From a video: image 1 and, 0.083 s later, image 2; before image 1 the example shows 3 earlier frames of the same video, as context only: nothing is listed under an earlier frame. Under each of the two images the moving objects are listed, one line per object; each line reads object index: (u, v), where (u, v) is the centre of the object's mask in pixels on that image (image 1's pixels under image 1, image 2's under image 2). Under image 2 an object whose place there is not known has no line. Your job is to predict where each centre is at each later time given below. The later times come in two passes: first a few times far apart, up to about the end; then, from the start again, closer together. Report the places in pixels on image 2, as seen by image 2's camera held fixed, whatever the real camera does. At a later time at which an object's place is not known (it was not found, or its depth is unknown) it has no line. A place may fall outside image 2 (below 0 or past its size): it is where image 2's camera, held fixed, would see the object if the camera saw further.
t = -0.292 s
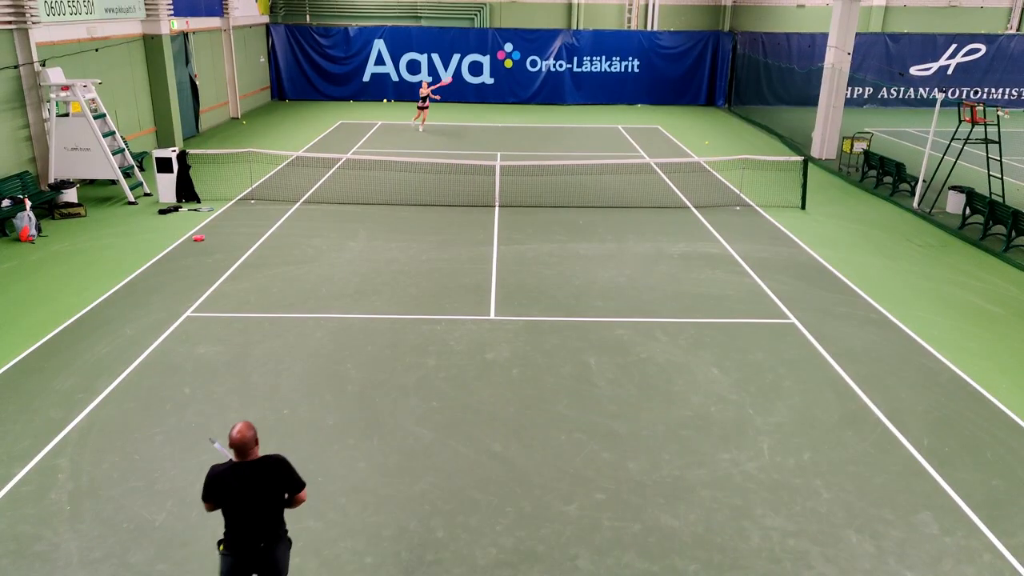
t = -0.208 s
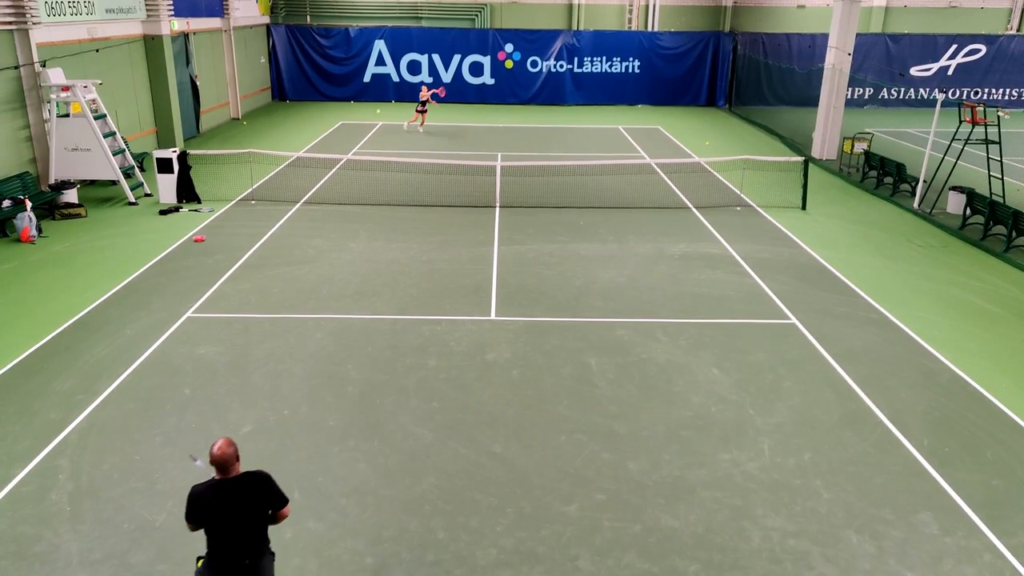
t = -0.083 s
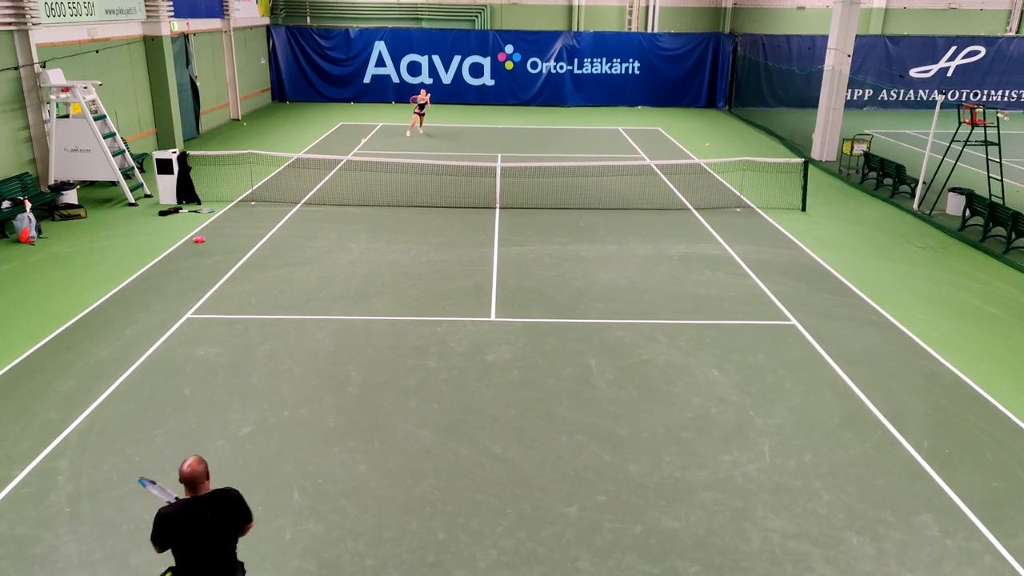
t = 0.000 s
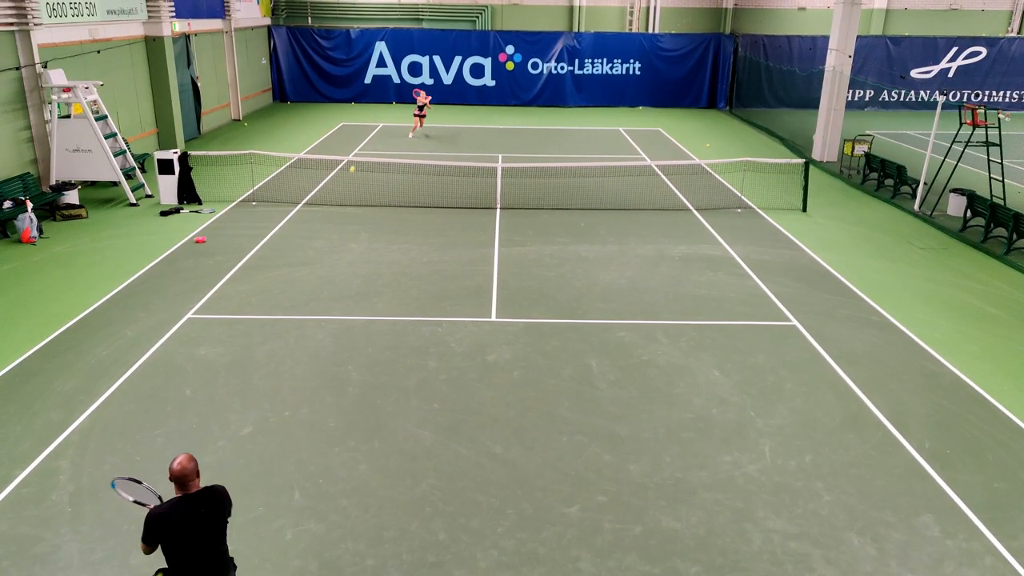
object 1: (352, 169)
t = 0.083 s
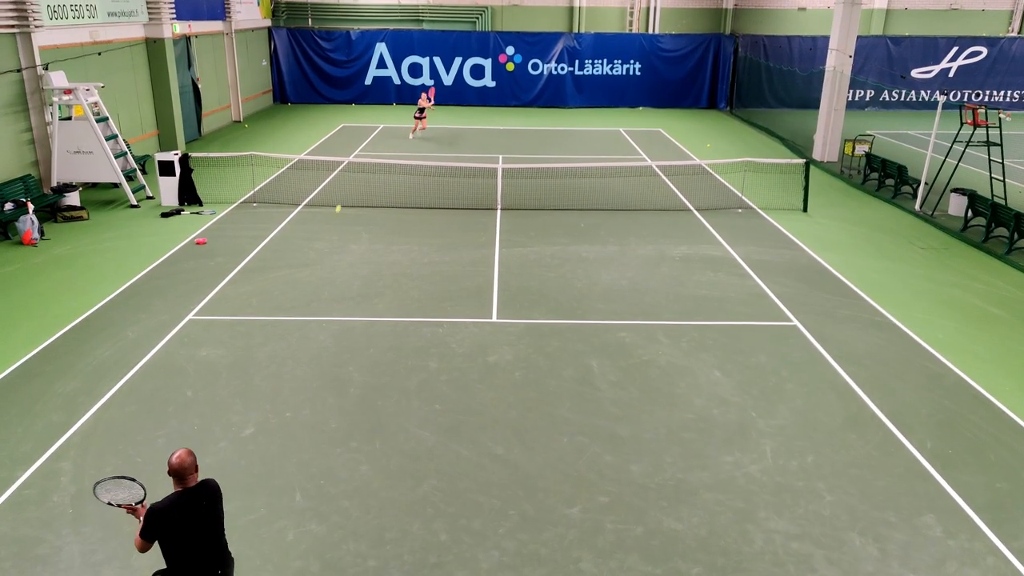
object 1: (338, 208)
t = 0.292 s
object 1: (286, 355)
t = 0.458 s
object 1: (232, 383)
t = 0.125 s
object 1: (331, 228)
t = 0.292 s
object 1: (286, 355)
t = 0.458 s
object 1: (232, 383)
